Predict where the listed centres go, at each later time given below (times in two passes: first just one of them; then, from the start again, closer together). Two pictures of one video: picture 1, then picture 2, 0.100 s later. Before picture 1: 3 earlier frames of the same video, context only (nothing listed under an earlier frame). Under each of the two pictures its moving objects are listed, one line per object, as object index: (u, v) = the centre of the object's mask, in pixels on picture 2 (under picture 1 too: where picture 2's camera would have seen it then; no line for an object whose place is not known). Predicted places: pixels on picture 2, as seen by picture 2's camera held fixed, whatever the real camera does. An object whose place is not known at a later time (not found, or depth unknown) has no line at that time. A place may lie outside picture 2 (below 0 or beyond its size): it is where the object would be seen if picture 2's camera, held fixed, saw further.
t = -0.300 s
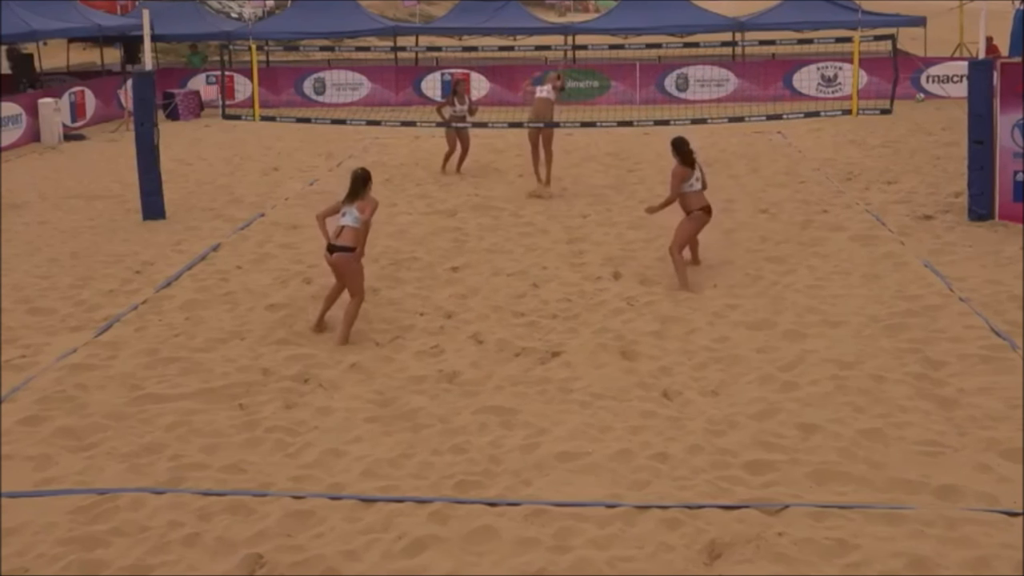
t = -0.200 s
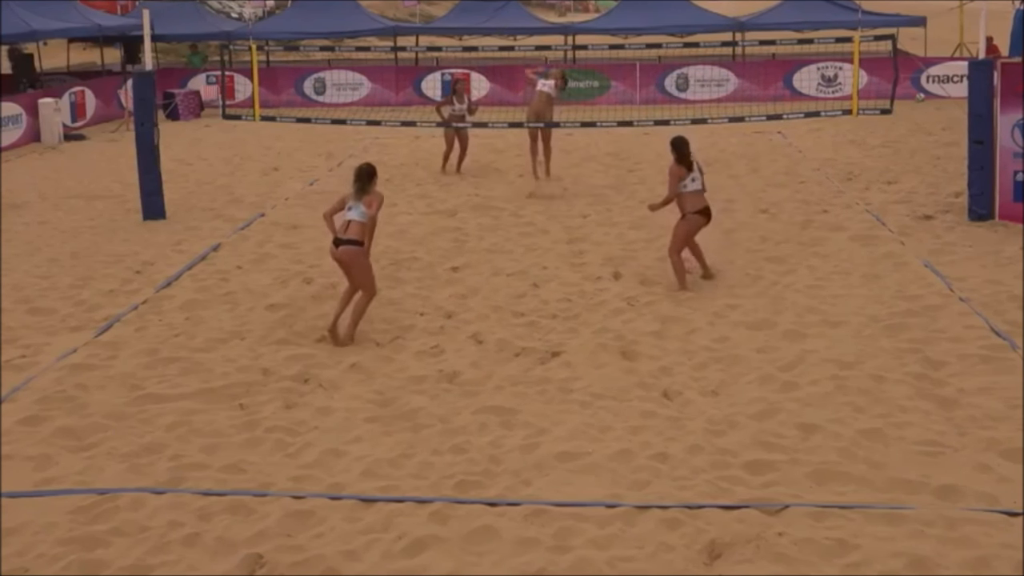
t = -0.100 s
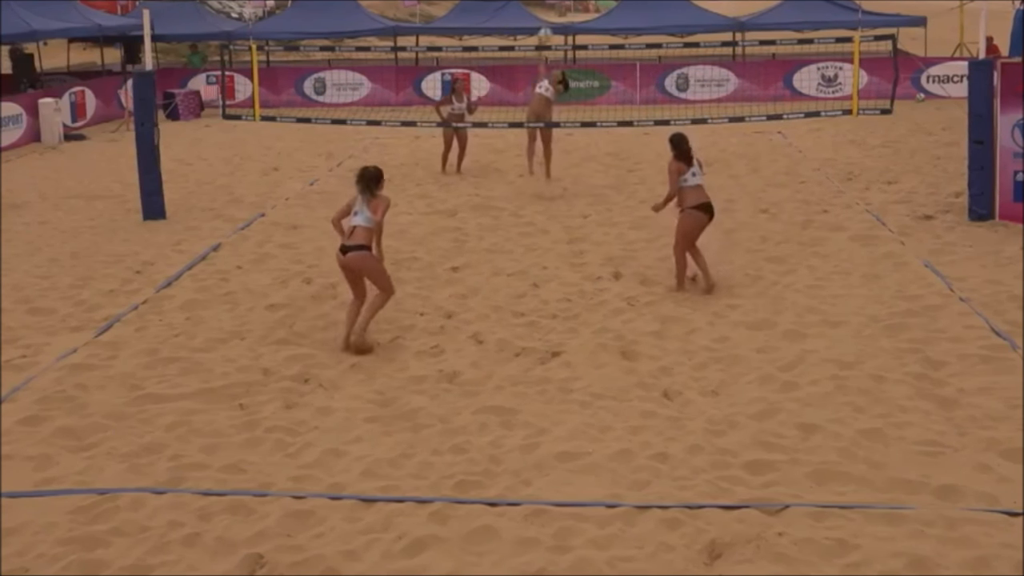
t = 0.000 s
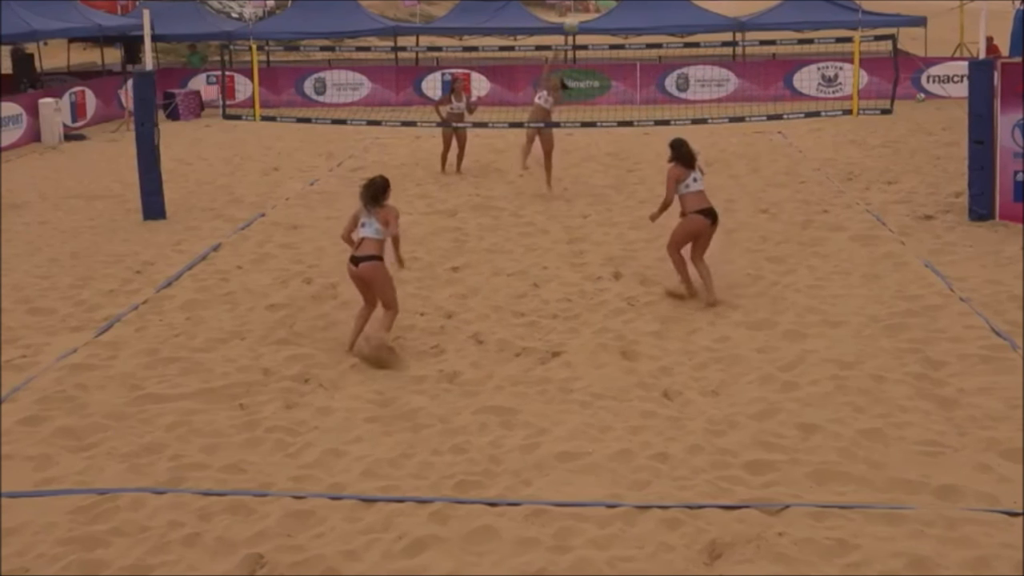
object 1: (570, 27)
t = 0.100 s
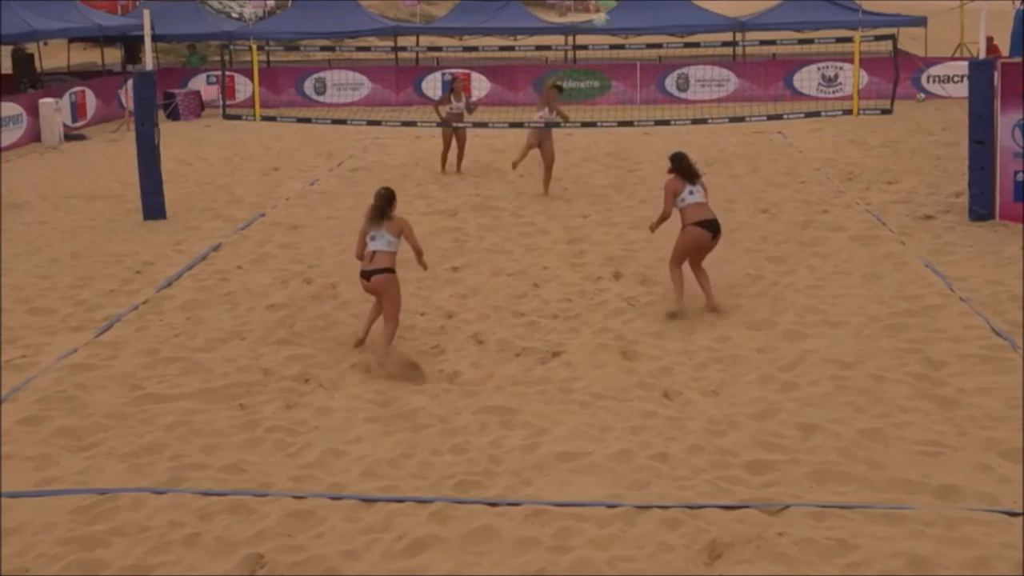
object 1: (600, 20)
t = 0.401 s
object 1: (704, 64)
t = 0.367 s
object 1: (691, 53)
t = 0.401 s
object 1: (704, 64)
